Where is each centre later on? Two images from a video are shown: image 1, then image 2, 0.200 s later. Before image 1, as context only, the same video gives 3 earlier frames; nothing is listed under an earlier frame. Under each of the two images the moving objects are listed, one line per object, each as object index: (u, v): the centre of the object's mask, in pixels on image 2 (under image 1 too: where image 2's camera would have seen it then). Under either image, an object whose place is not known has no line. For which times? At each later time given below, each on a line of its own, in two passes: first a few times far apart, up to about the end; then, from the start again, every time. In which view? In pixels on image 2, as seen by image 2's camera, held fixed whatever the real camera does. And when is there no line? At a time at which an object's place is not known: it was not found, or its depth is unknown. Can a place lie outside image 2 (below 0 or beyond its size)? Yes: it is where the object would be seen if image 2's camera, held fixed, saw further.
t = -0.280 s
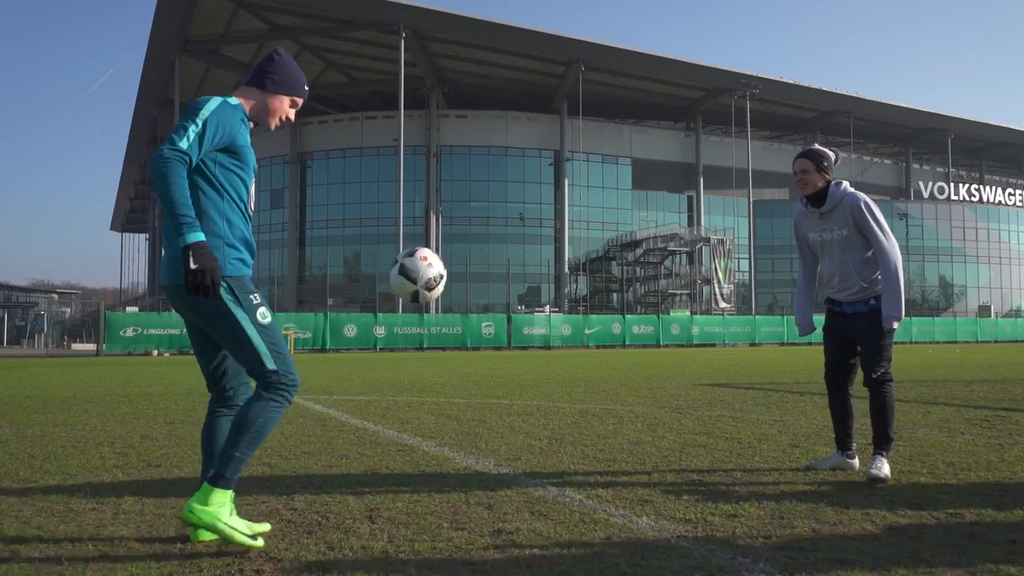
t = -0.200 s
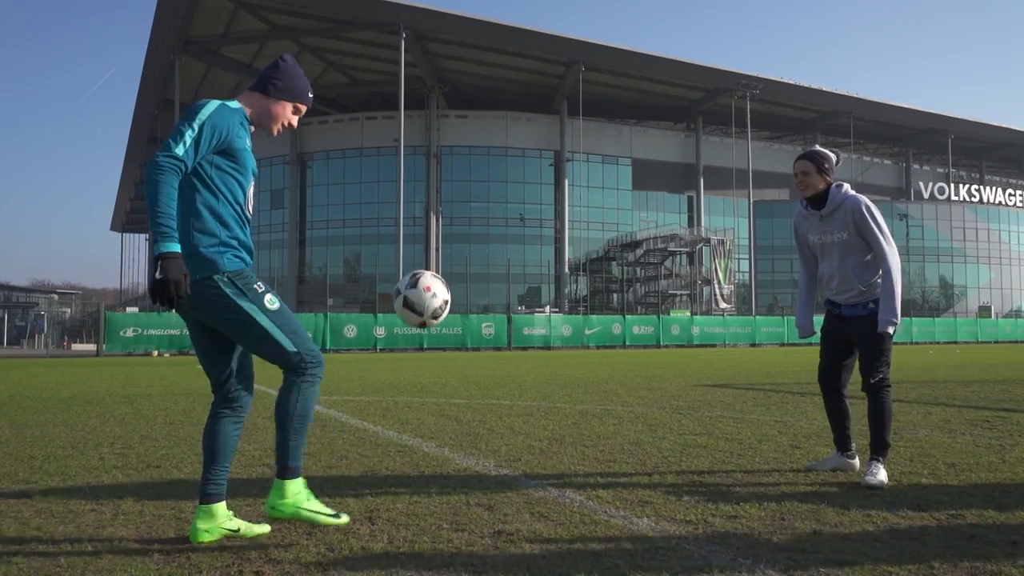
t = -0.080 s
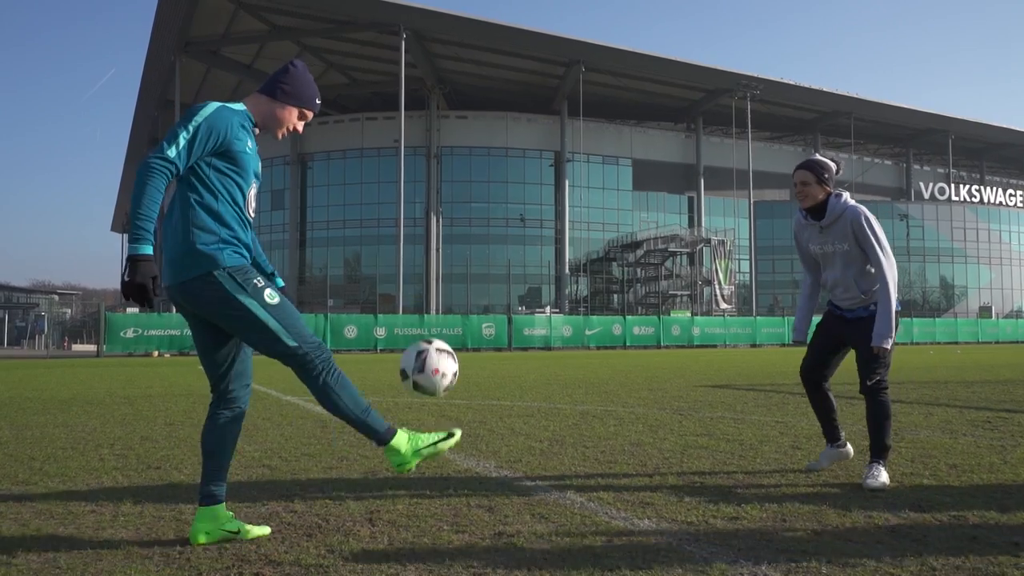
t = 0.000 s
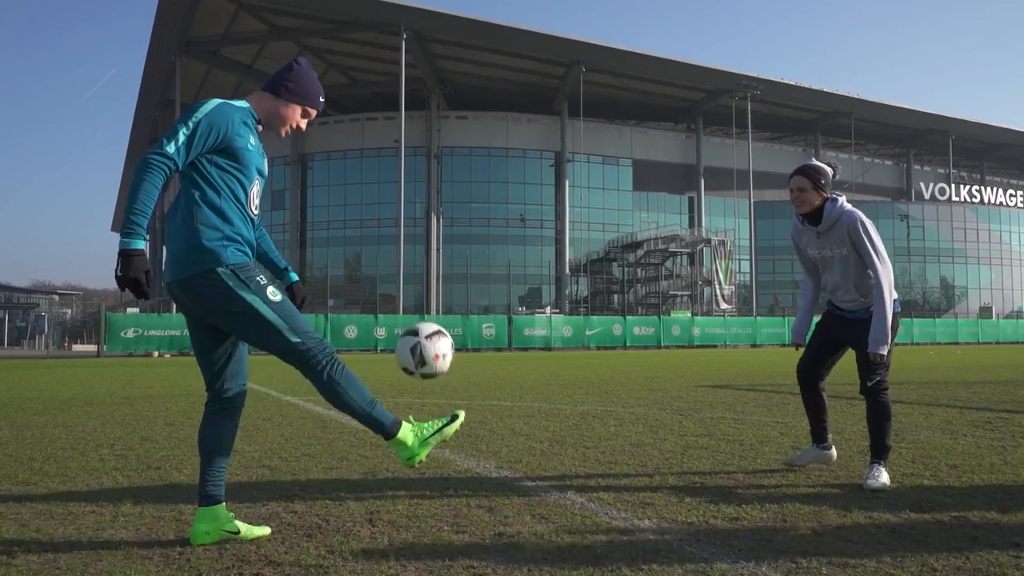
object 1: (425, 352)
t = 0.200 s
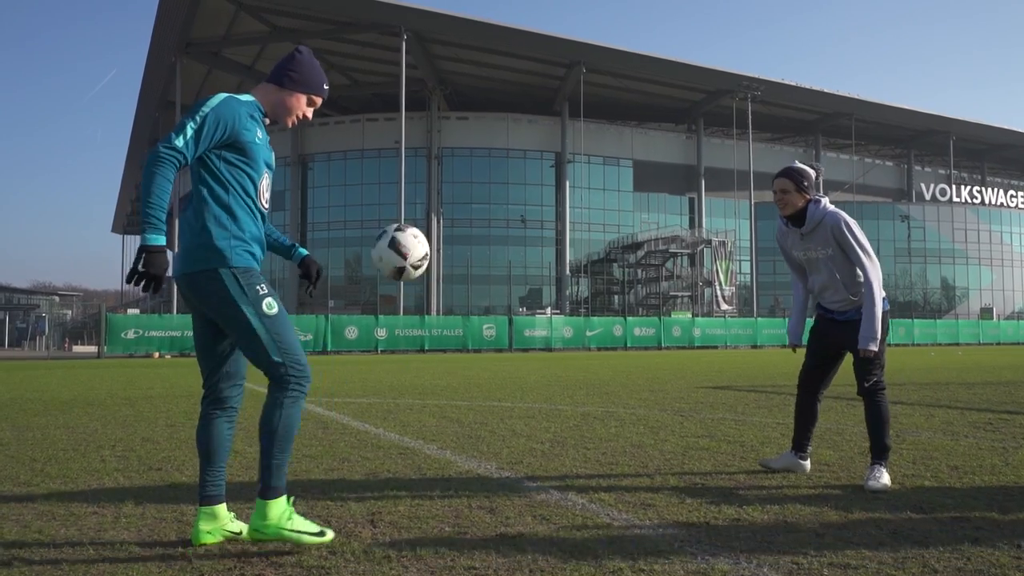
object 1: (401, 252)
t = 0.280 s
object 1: (391, 240)
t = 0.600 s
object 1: (352, 358)
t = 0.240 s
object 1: (396, 244)
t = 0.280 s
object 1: (391, 240)
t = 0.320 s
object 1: (386, 241)
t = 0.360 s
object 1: (382, 245)
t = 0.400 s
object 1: (377, 253)
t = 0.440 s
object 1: (372, 266)
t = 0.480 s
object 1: (367, 283)
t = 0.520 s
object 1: (361, 303)
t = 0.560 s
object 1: (357, 329)
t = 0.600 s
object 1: (352, 358)
